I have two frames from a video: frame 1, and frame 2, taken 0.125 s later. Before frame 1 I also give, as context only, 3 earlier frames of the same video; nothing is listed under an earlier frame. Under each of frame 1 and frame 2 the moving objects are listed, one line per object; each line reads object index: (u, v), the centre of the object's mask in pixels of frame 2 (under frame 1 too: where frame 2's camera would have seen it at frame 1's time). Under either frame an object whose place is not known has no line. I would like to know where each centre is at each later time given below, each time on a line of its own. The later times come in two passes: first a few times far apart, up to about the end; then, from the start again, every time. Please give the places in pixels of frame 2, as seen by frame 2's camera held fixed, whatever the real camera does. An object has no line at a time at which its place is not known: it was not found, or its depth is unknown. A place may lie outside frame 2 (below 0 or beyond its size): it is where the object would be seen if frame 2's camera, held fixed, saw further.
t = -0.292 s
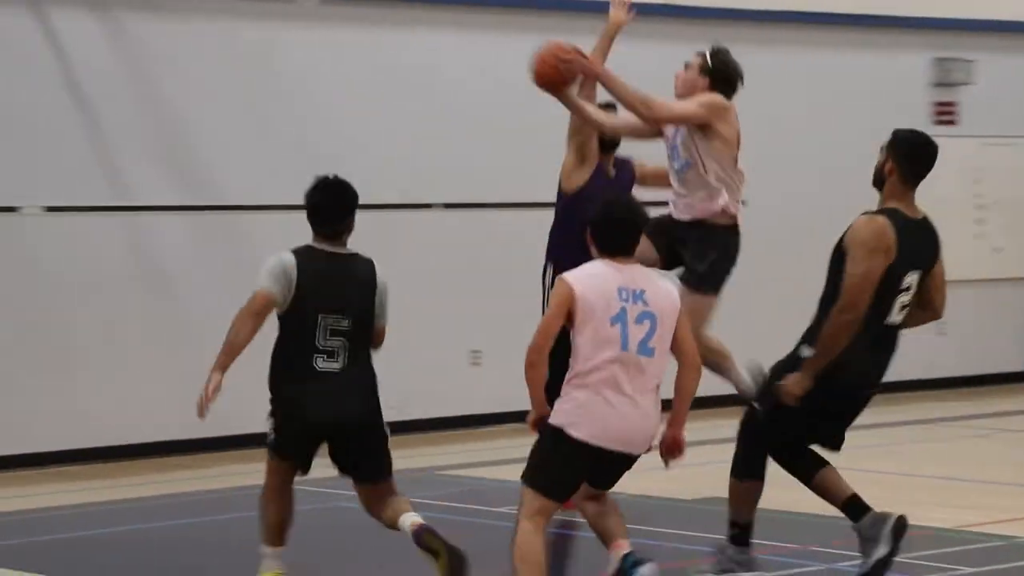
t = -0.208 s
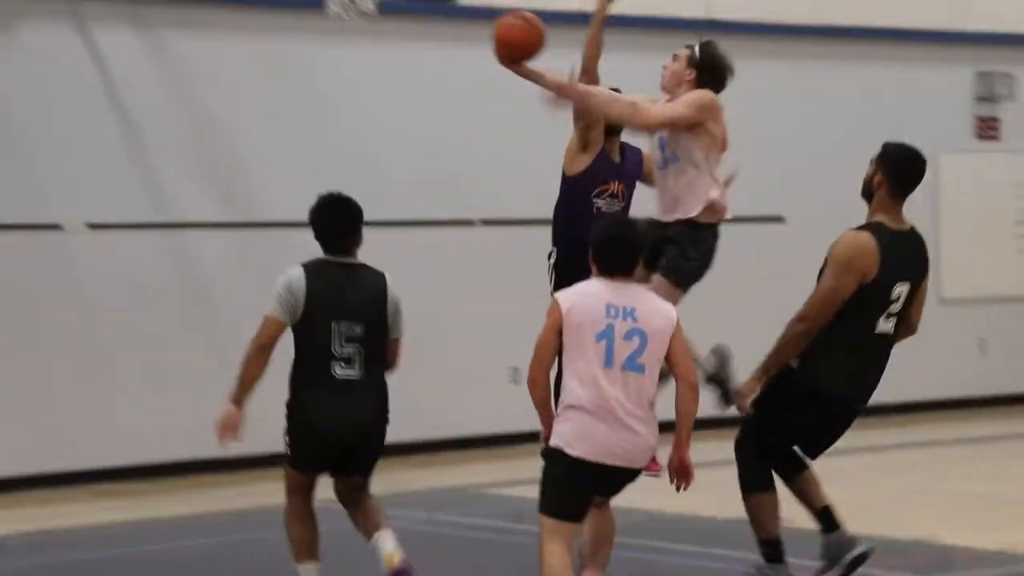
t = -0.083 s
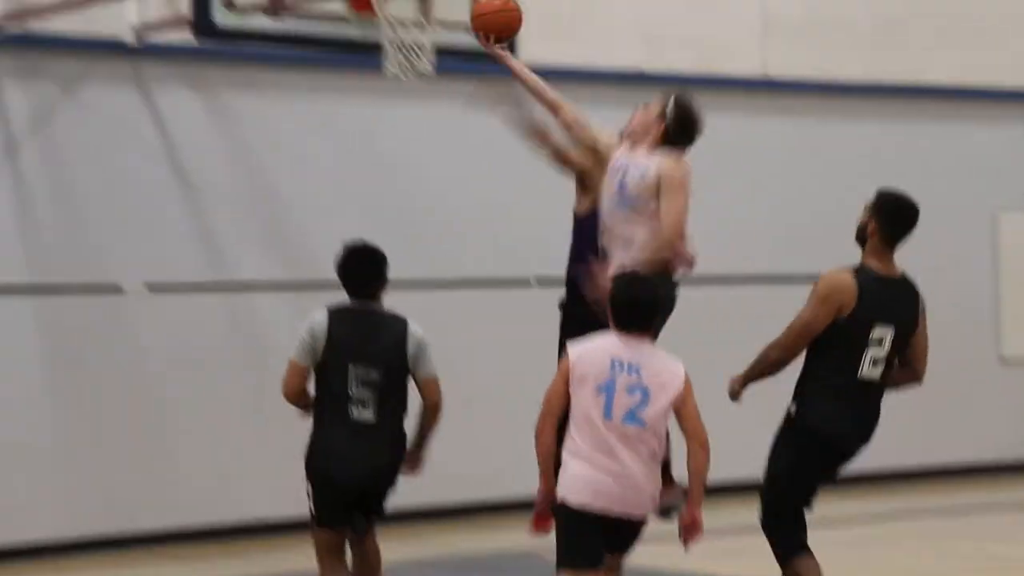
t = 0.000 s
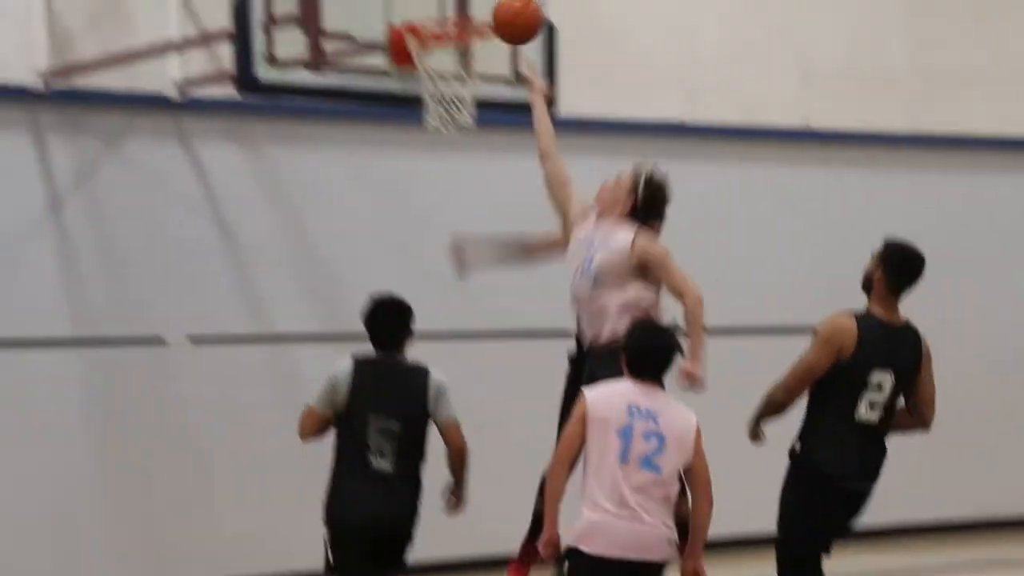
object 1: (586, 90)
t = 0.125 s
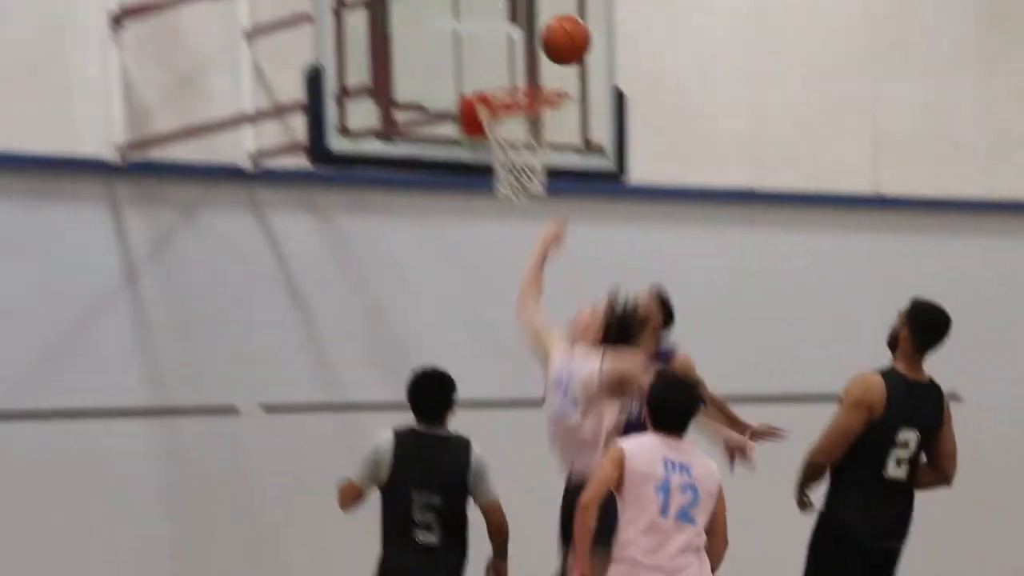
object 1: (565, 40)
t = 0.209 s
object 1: (553, 27)
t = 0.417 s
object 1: (524, 57)
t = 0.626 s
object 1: (527, 131)
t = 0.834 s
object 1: (535, 194)
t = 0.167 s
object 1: (559, 31)
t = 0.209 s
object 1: (553, 27)
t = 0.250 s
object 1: (546, 26)
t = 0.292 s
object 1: (540, 29)
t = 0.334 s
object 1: (535, 35)
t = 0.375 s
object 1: (529, 44)
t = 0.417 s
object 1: (524, 57)
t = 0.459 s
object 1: (518, 70)
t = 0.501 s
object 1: (512, 94)
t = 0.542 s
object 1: (515, 105)
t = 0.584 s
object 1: (520, 116)
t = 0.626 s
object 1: (527, 131)
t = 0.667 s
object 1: (531, 147)
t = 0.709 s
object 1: (533, 155)
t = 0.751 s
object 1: (534, 174)
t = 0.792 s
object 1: (535, 180)
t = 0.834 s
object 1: (535, 194)
